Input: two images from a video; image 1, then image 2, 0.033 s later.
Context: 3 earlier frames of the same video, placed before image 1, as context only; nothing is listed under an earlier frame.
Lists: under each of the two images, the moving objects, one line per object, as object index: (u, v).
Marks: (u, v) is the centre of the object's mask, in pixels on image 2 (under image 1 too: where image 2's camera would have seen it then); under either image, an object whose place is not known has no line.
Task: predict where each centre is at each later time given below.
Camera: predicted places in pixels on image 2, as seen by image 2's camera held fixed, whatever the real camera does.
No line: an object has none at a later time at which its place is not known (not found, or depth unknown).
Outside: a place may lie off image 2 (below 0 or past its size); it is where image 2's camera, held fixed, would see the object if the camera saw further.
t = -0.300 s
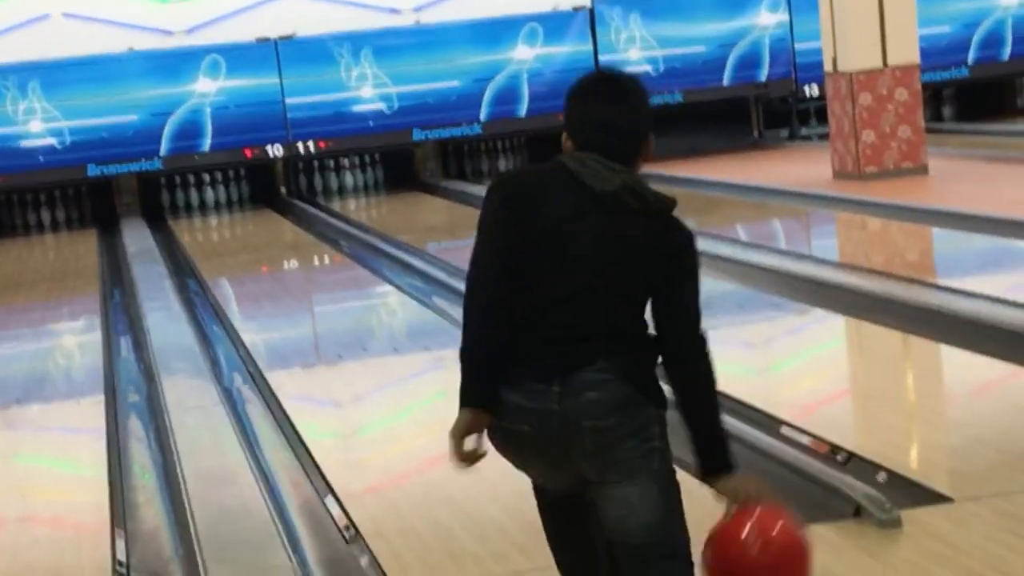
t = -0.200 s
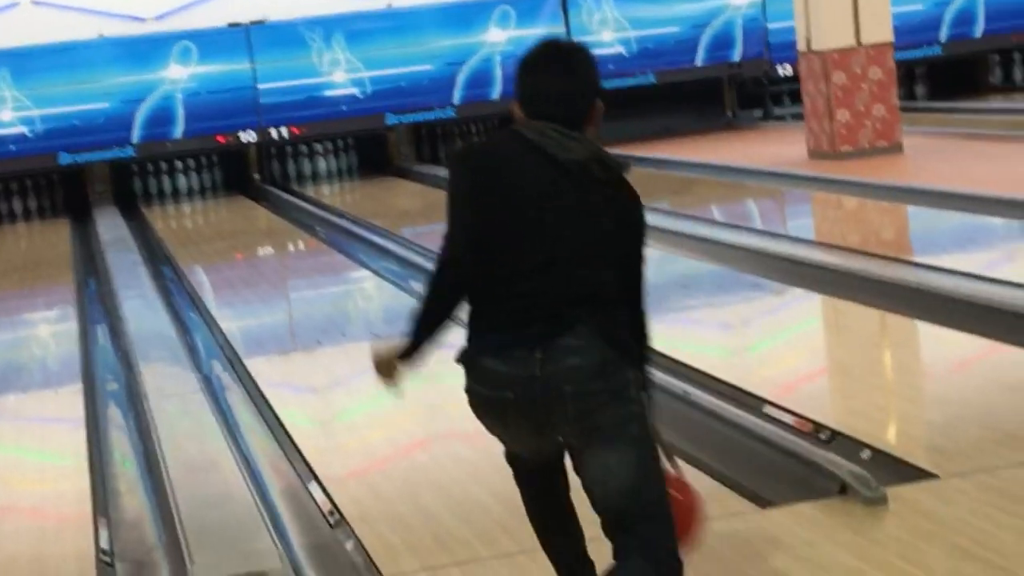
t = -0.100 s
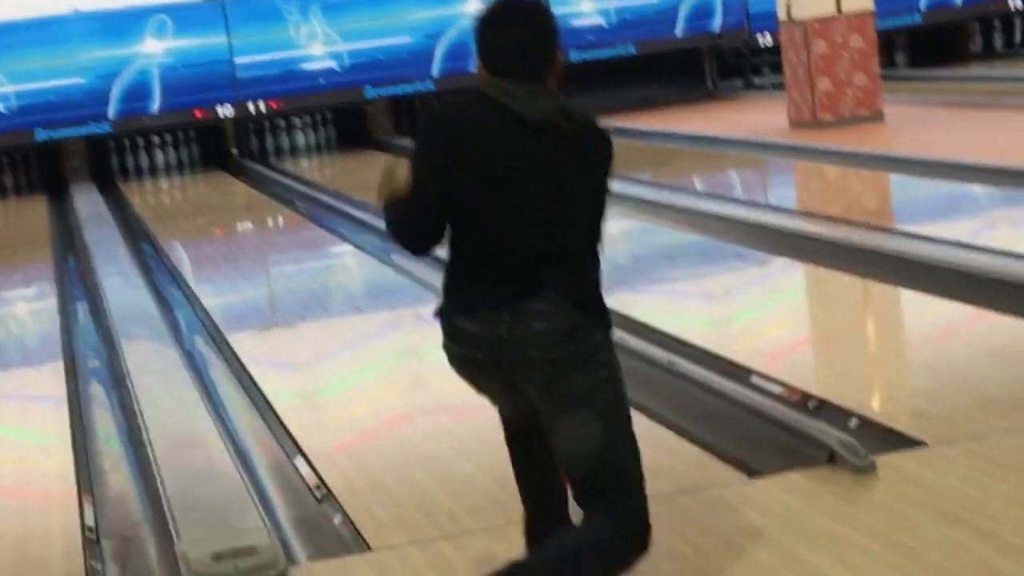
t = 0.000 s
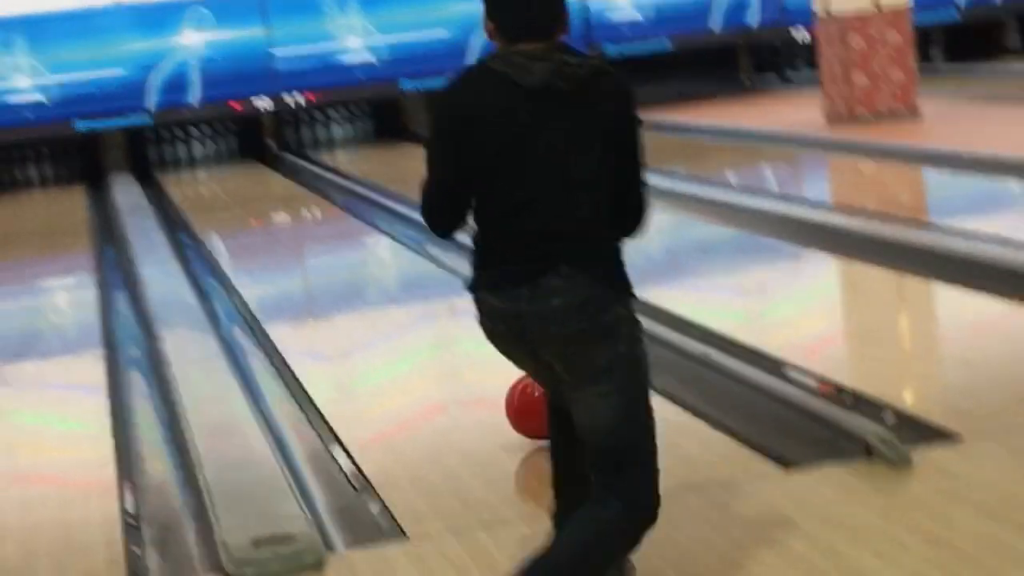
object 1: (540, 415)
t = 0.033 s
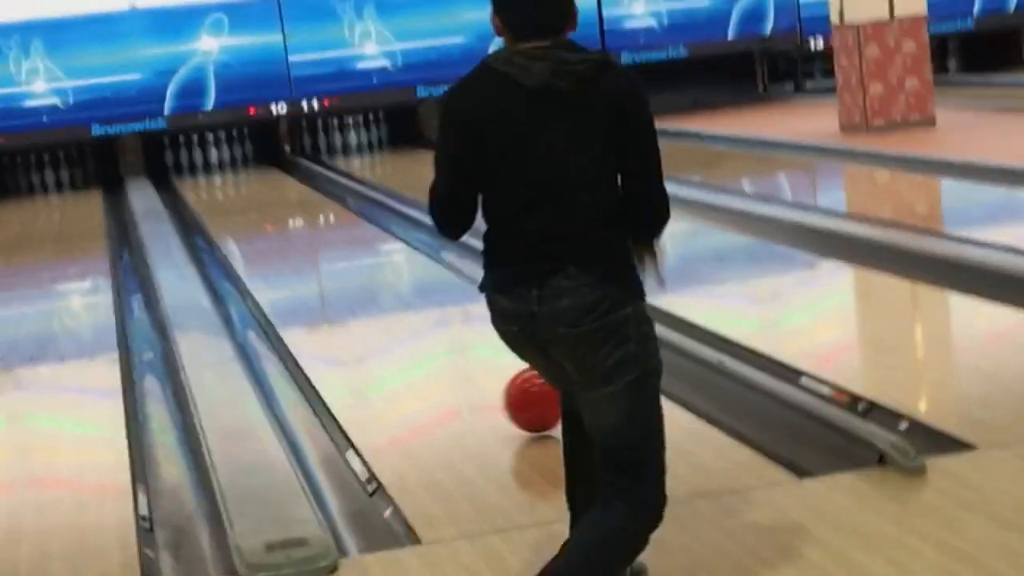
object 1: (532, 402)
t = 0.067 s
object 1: (519, 390)
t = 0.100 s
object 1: (504, 378)
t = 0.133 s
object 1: (491, 367)
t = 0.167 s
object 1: (479, 357)
